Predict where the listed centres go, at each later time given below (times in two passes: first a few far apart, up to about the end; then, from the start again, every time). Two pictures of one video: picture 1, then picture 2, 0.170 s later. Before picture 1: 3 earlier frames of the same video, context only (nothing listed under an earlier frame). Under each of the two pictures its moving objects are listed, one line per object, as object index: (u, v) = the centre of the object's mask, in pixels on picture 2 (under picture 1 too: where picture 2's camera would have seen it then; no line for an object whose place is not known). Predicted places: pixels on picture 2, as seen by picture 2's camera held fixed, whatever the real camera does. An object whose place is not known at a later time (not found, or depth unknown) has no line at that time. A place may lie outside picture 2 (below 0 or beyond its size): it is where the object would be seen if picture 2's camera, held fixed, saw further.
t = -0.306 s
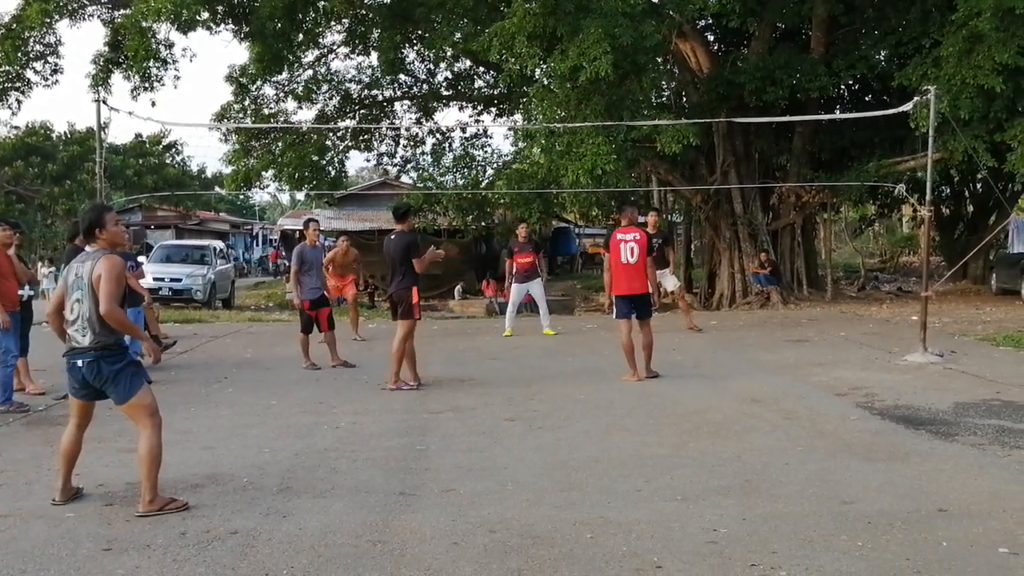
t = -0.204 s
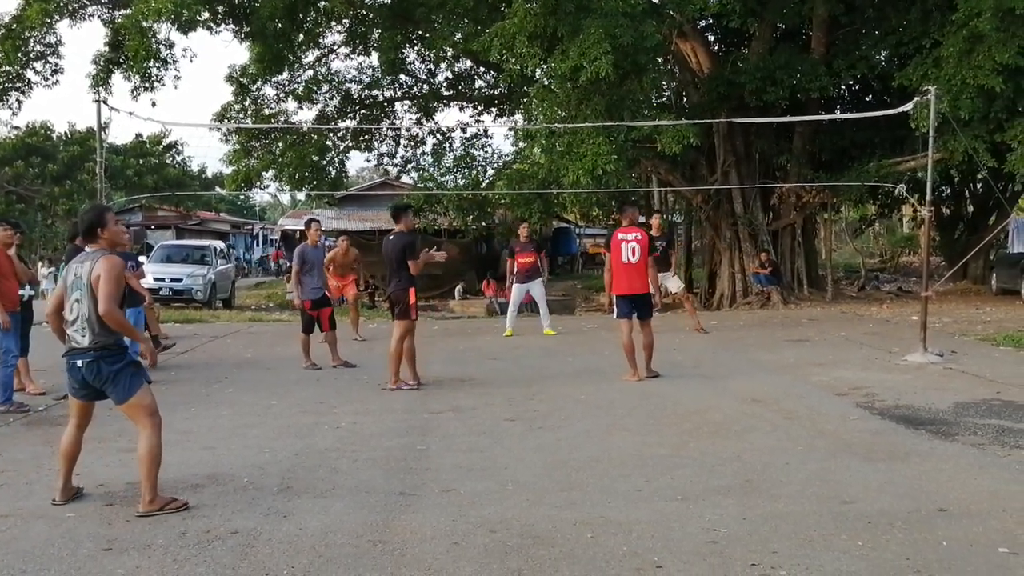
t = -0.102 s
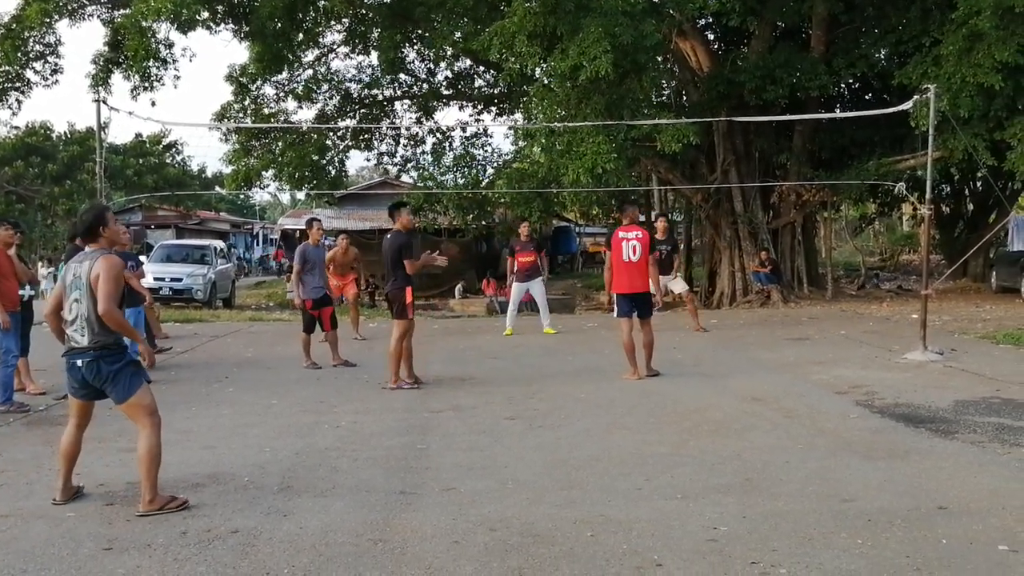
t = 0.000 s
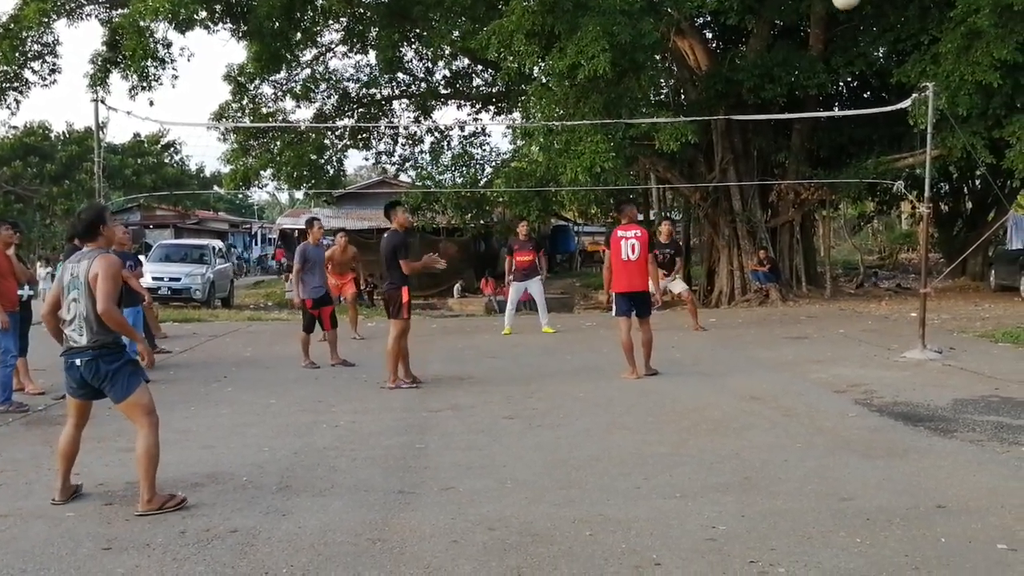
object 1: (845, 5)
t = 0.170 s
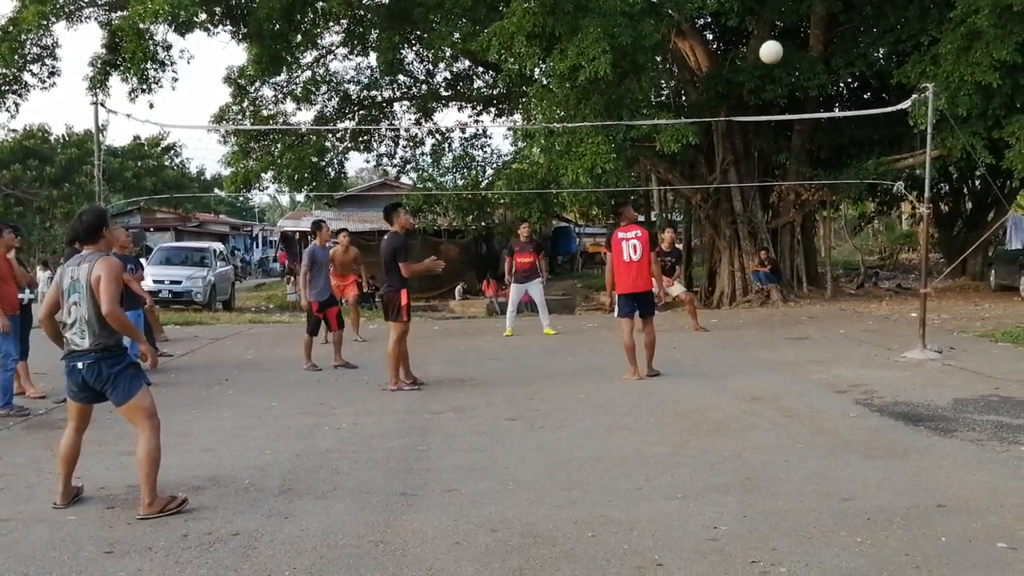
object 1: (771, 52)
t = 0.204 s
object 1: (760, 64)
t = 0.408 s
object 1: (711, 141)
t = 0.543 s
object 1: (691, 197)
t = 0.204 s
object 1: (760, 64)
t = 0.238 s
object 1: (750, 76)
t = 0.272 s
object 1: (741, 88)
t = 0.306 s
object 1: (732, 101)
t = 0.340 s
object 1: (724, 114)
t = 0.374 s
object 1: (717, 127)
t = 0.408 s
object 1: (711, 141)
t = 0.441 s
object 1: (705, 154)
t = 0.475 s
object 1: (700, 168)
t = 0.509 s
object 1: (696, 182)
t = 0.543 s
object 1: (691, 197)
